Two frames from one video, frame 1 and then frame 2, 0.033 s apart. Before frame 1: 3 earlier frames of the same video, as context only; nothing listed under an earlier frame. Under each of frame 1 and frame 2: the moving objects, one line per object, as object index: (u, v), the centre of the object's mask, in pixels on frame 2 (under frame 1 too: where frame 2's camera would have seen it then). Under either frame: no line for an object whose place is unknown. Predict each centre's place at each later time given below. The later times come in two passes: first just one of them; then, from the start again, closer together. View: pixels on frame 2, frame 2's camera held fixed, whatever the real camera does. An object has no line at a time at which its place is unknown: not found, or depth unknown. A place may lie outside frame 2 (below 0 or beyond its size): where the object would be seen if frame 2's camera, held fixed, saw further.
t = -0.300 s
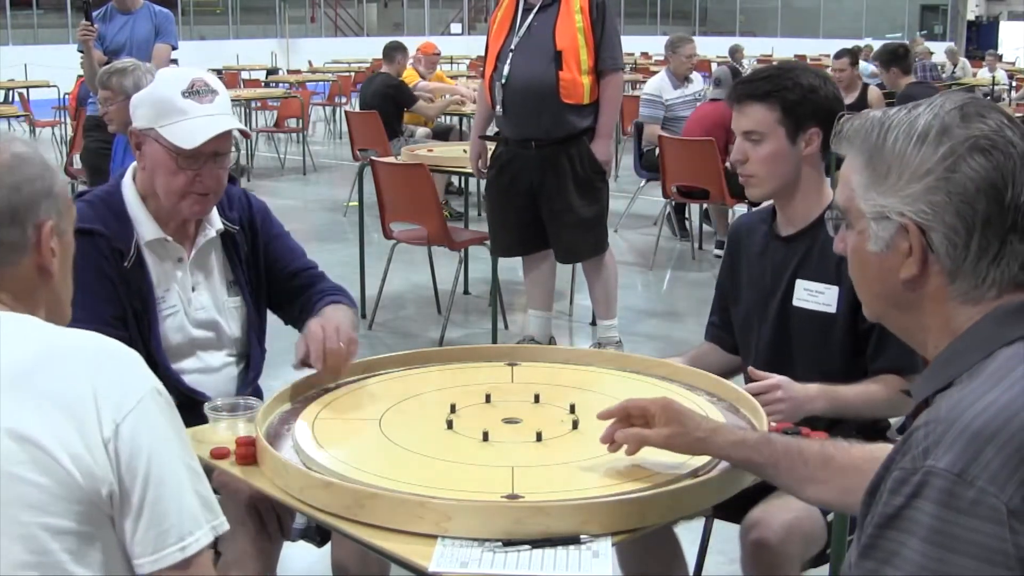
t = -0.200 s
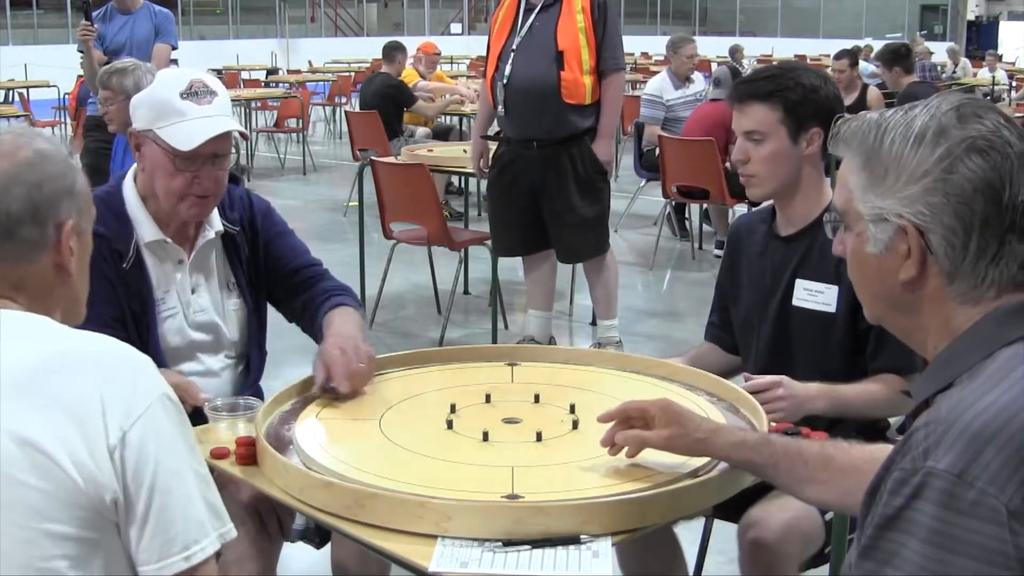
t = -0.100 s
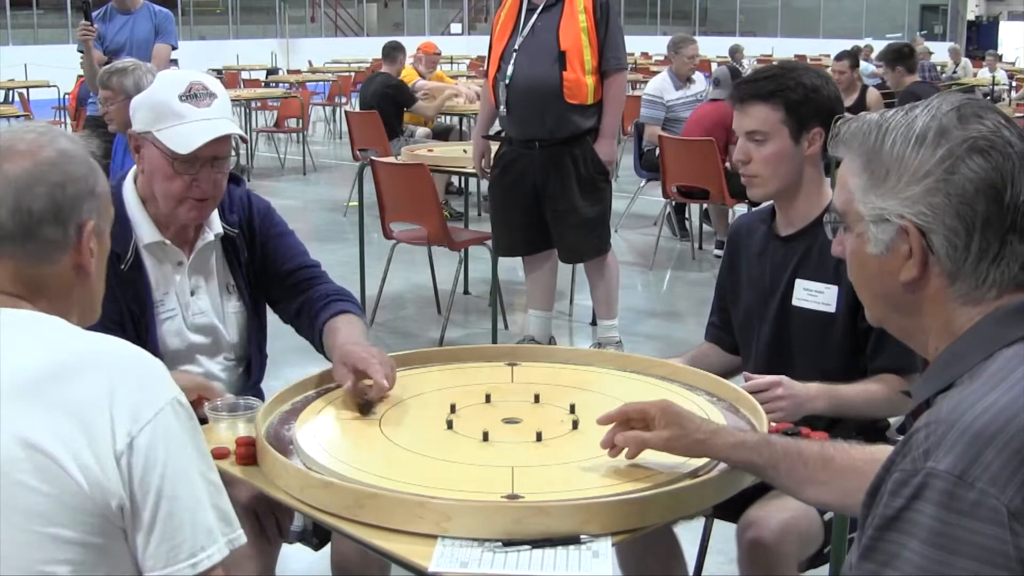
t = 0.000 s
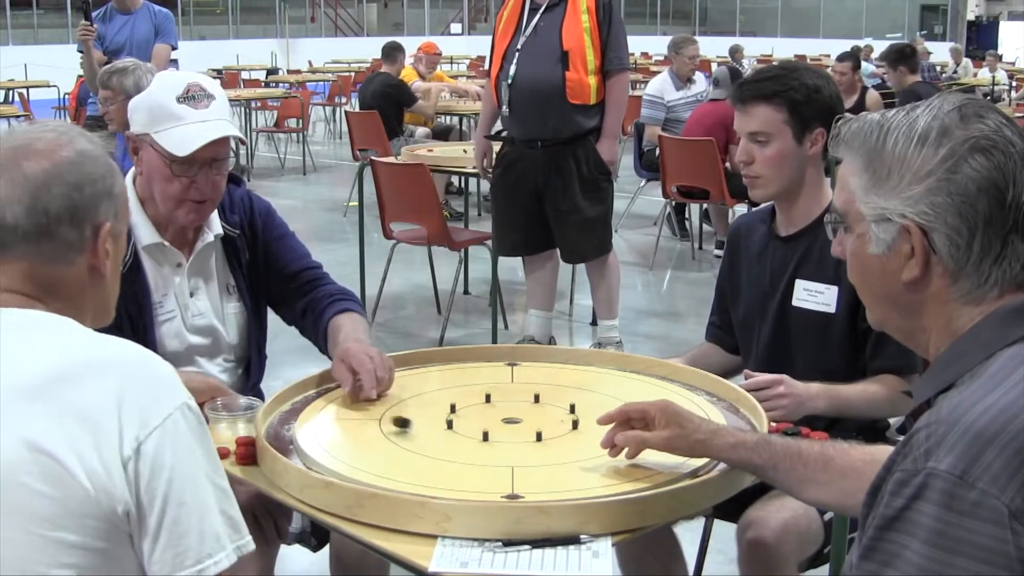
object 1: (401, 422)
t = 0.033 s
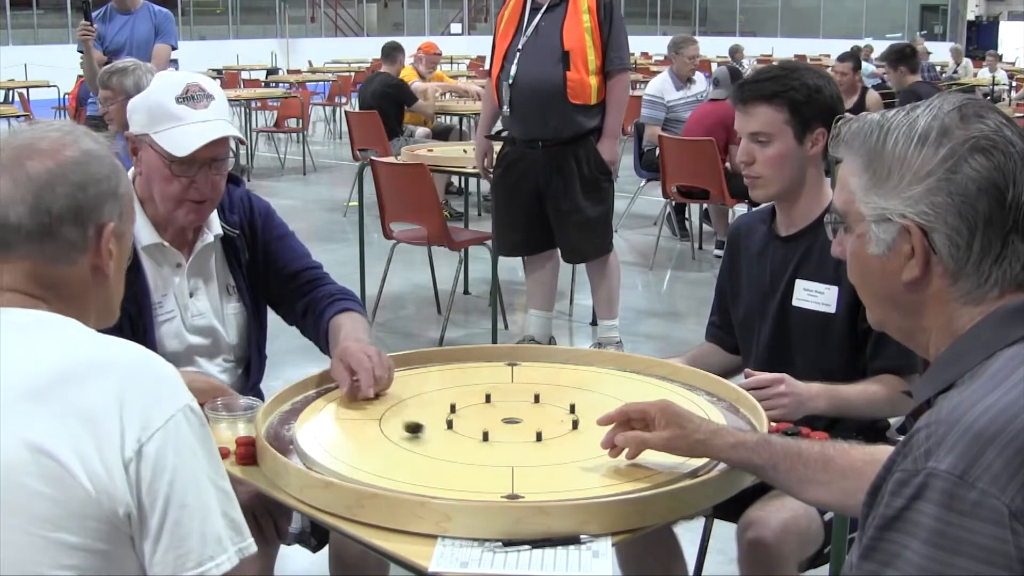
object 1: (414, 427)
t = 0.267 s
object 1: (501, 468)
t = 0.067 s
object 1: (427, 438)
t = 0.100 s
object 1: (439, 441)
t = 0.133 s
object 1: (451, 444)
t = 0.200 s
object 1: (476, 457)
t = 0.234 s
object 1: (489, 461)
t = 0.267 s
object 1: (501, 468)
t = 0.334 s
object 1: (524, 477)
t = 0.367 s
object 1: (536, 482)
